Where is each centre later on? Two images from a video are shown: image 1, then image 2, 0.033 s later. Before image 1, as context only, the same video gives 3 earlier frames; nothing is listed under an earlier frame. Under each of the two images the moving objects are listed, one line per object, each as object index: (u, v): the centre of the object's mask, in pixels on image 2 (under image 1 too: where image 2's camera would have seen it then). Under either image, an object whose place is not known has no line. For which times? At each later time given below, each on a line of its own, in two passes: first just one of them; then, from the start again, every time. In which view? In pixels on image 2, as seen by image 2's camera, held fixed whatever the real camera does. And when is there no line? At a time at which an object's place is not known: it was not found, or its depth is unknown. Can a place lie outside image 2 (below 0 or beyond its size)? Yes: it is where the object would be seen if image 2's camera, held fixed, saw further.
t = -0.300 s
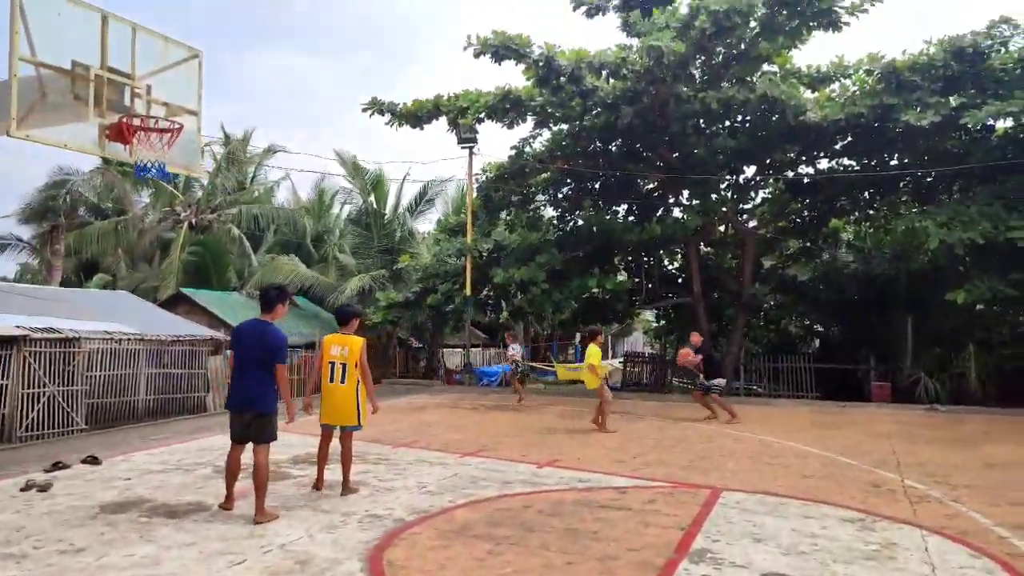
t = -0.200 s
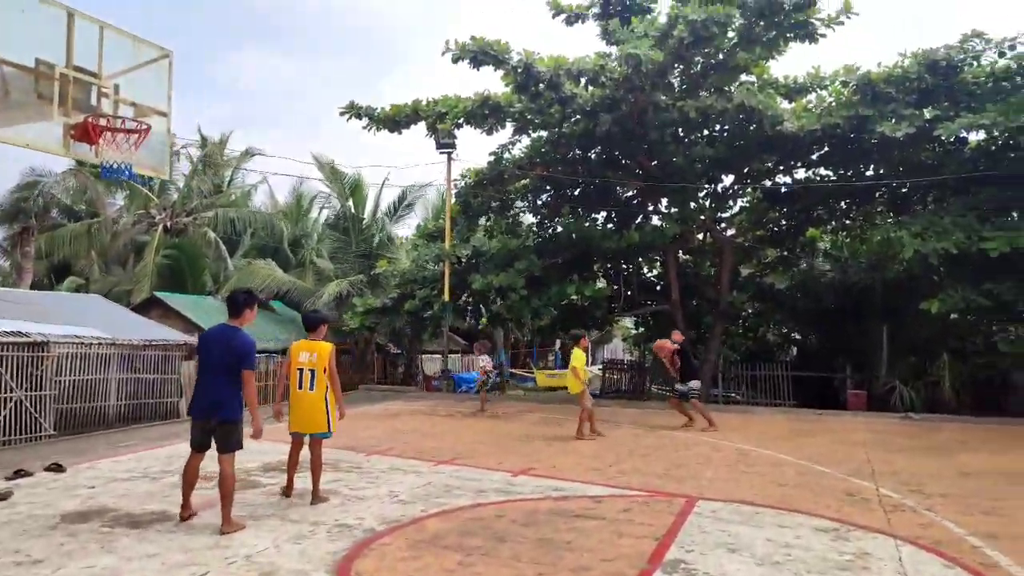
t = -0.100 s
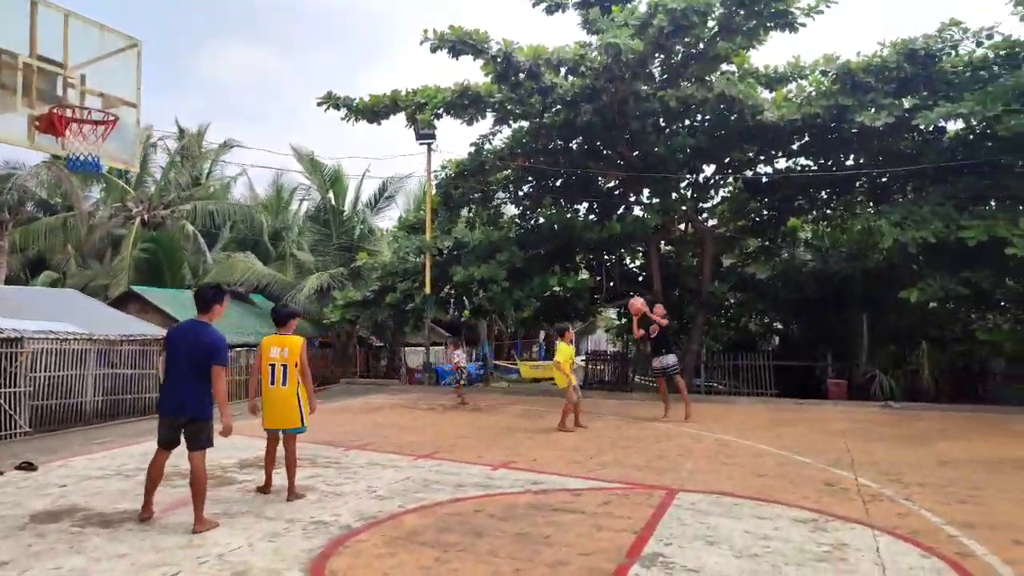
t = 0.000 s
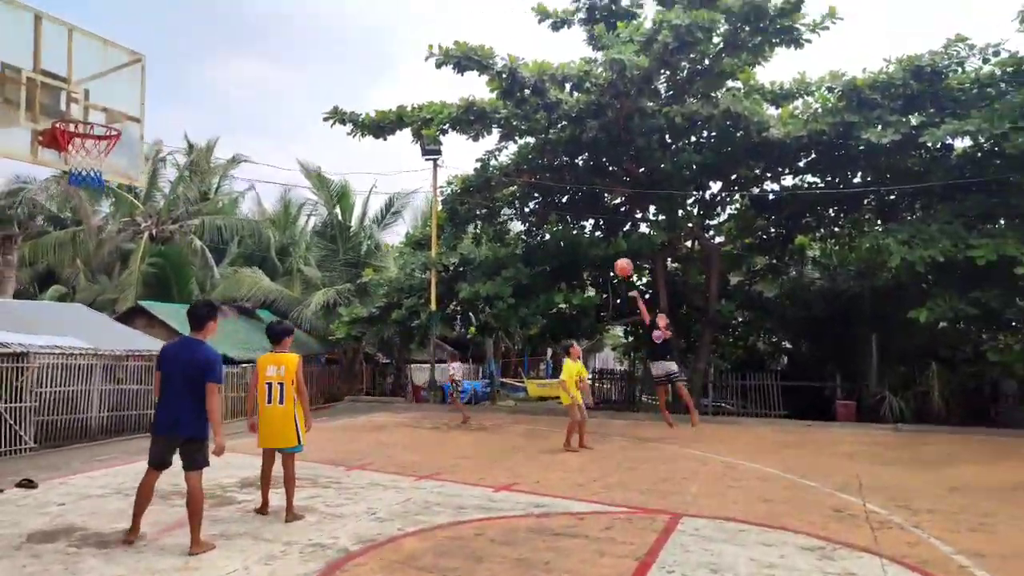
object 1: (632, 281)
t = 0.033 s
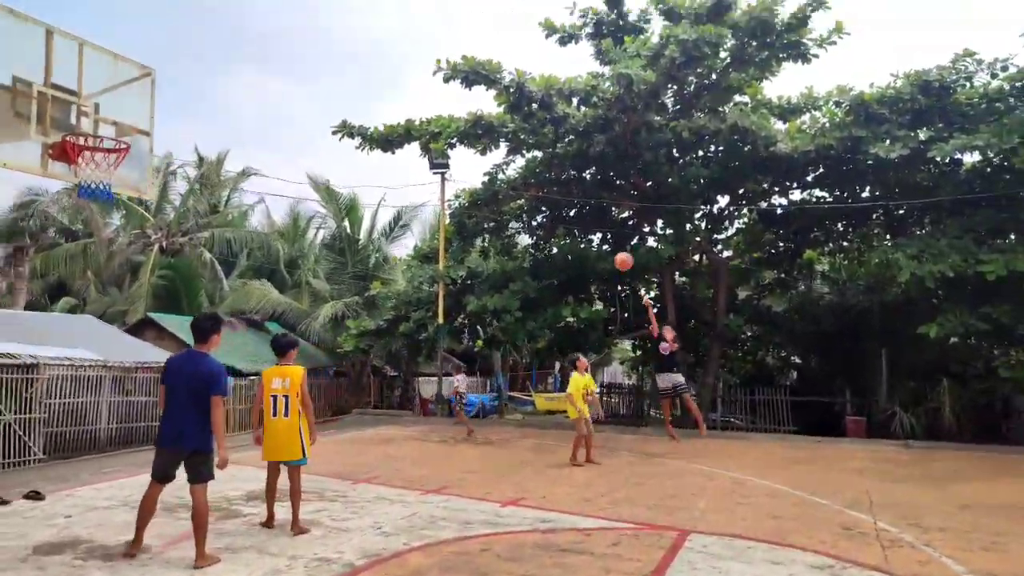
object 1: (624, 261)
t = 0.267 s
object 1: (564, 144)
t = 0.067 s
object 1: (615, 243)
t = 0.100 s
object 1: (607, 224)
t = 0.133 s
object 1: (598, 206)
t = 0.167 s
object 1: (590, 190)
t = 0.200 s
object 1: (582, 174)
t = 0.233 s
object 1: (573, 158)
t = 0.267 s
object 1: (564, 144)
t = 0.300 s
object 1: (555, 130)
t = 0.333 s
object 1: (547, 115)
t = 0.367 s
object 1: (540, 102)
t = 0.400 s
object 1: (530, 91)
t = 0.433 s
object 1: (523, 81)
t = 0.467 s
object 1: (513, 68)
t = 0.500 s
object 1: (503, 57)
